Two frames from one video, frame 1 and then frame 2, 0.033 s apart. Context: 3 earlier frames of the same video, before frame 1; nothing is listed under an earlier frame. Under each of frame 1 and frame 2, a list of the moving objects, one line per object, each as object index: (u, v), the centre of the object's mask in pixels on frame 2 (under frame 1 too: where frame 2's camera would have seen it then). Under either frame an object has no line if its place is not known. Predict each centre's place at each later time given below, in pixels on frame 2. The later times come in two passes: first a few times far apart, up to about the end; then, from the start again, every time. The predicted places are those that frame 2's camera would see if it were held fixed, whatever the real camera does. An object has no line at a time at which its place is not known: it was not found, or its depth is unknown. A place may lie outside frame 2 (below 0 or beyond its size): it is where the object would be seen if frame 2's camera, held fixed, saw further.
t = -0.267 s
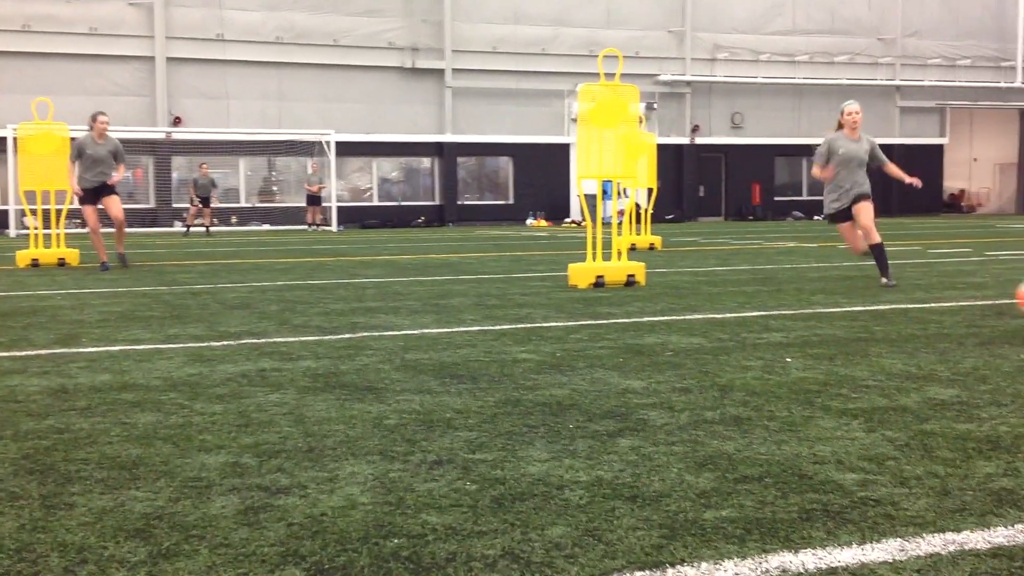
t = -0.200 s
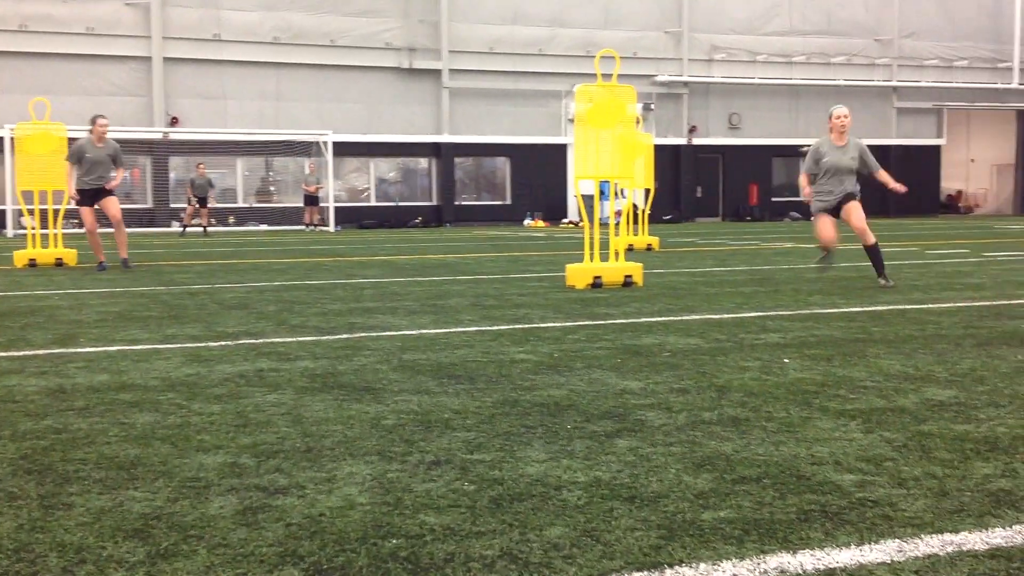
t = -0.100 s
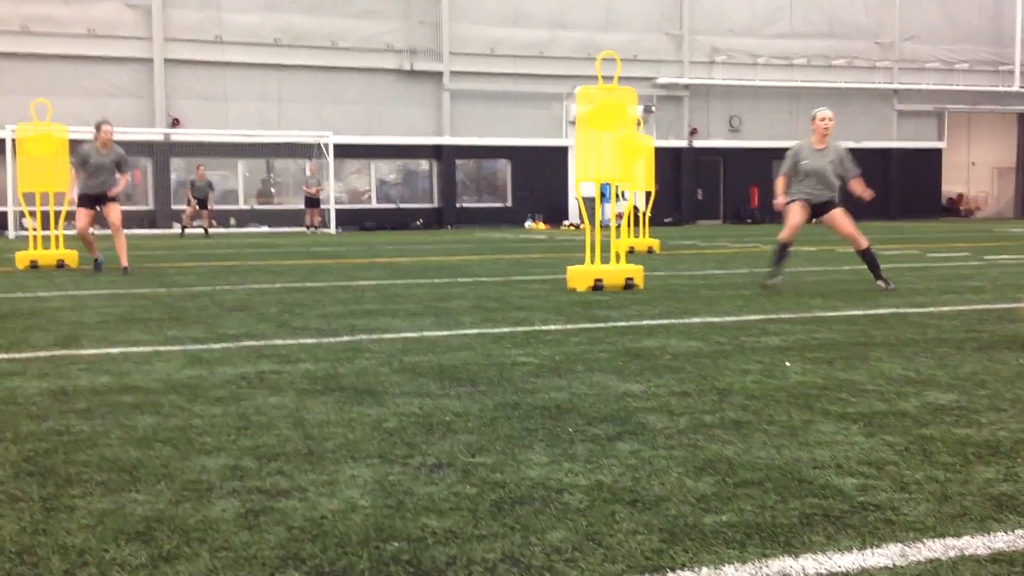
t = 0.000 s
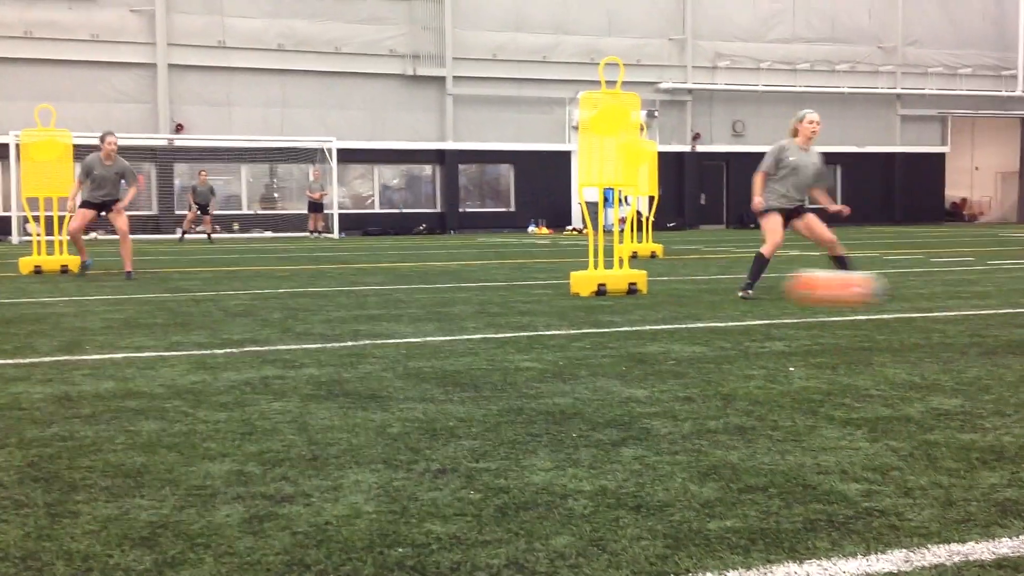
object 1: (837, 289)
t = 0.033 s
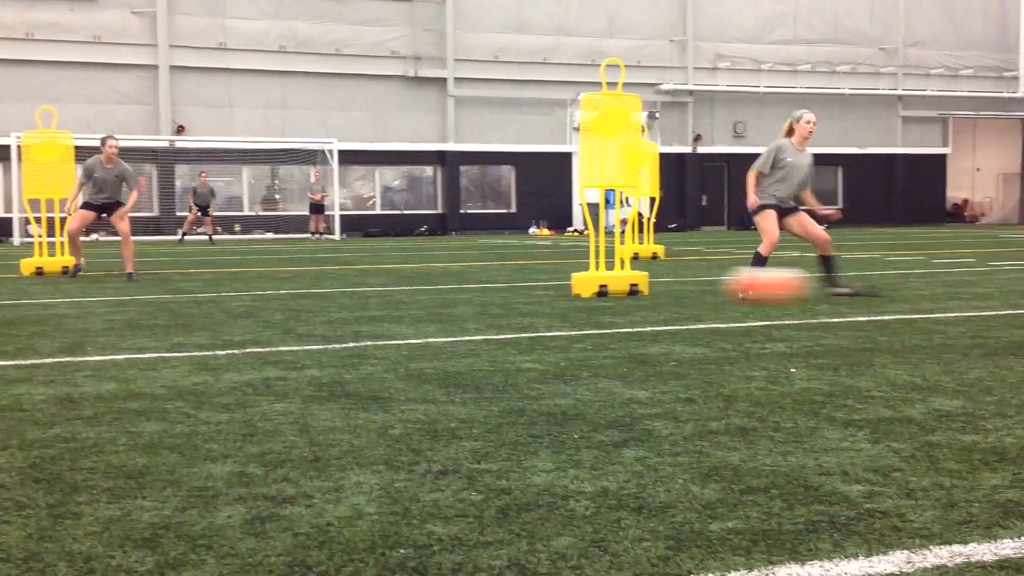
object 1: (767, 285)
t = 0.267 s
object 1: (407, 295)
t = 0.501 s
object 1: (198, 284)
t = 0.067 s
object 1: (702, 282)
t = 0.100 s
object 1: (648, 282)
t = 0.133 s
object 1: (590, 282)
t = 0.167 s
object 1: (536, 283)
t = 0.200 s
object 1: (489, 288)
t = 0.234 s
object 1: (444, 294)
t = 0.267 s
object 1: (407, 295)
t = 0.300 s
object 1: (372, 287)
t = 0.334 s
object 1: (341, 283)
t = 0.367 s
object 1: (310, 280)
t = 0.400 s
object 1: (281, 279)
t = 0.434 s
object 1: (252, 280)
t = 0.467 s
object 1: (224, 282)
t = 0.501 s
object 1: (198, 284)
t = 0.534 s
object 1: (176, 282)
